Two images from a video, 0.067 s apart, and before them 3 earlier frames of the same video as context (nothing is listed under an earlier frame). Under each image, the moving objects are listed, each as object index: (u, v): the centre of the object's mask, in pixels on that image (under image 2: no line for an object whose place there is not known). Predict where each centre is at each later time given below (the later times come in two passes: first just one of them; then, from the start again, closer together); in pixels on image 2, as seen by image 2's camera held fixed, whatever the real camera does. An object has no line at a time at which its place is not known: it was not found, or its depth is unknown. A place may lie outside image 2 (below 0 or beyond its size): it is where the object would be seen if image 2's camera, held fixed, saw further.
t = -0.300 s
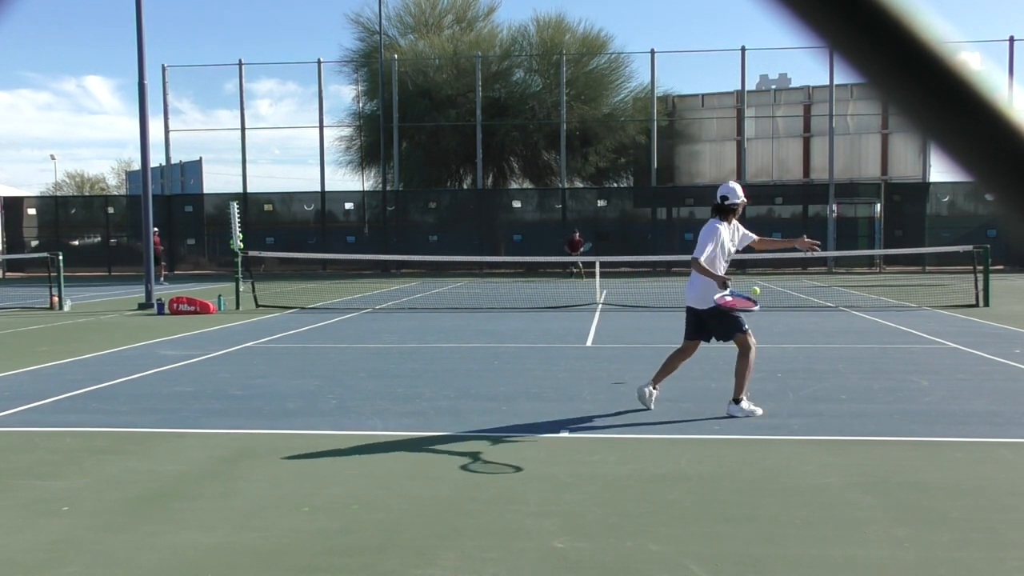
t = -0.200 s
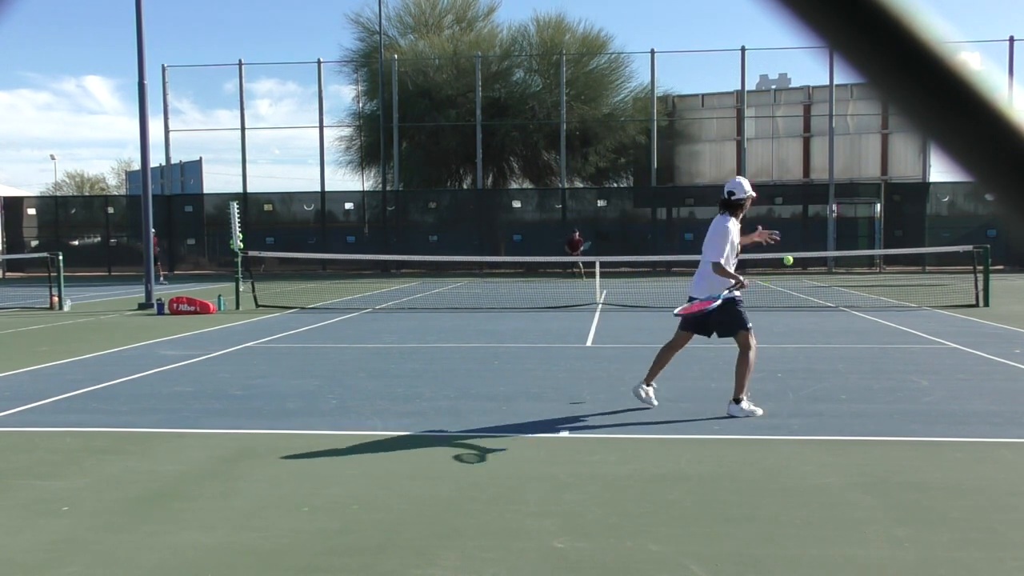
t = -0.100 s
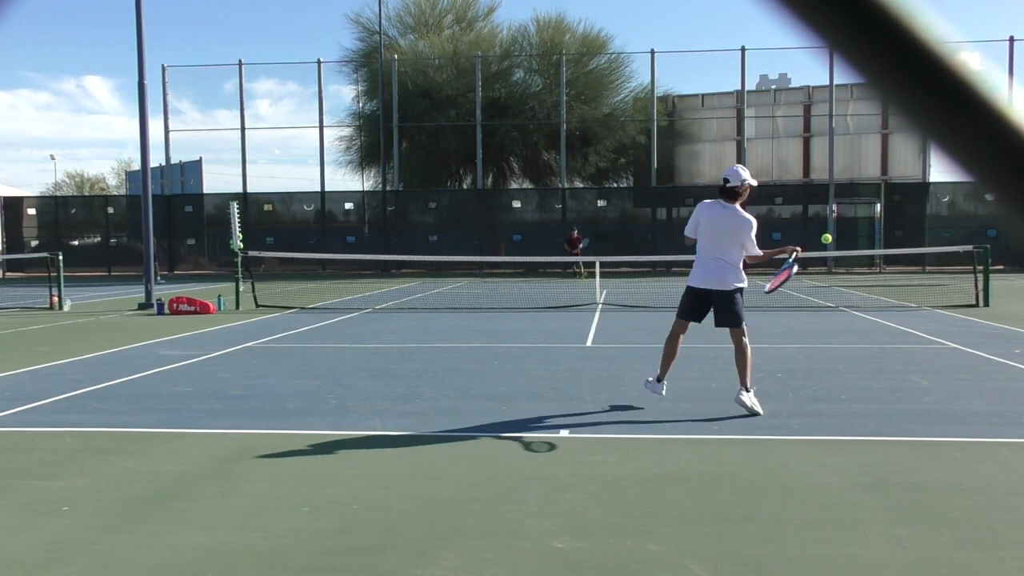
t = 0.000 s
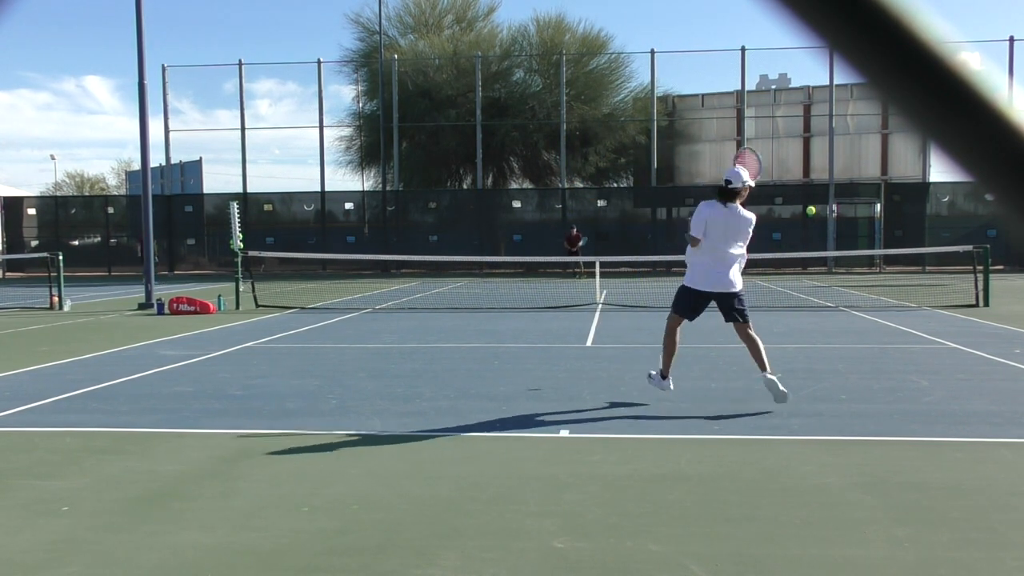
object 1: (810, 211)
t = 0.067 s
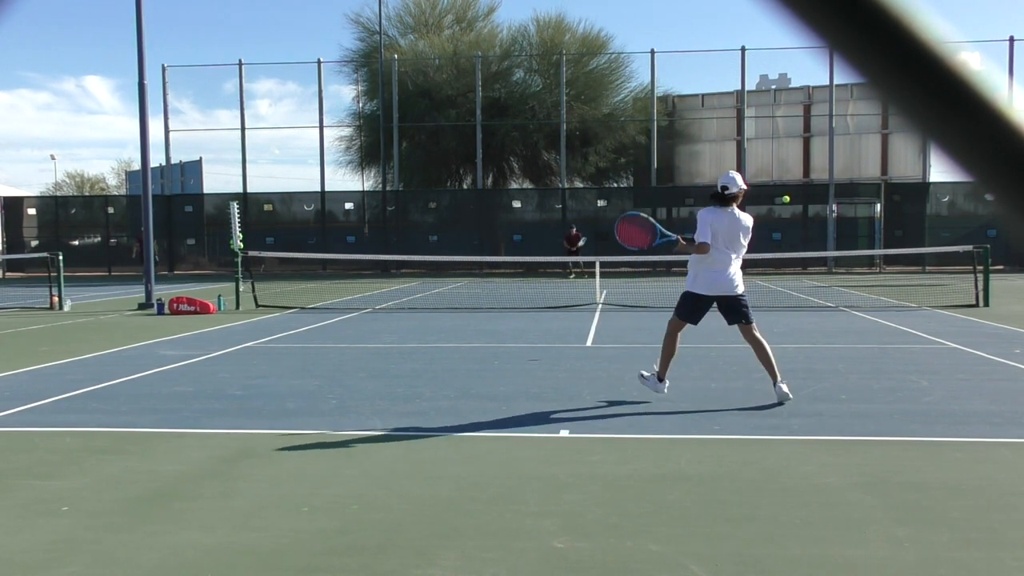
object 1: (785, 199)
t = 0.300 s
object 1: (747, 206)
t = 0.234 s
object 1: (754, 201)
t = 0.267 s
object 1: (751, 203)
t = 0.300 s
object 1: (747, 206)
